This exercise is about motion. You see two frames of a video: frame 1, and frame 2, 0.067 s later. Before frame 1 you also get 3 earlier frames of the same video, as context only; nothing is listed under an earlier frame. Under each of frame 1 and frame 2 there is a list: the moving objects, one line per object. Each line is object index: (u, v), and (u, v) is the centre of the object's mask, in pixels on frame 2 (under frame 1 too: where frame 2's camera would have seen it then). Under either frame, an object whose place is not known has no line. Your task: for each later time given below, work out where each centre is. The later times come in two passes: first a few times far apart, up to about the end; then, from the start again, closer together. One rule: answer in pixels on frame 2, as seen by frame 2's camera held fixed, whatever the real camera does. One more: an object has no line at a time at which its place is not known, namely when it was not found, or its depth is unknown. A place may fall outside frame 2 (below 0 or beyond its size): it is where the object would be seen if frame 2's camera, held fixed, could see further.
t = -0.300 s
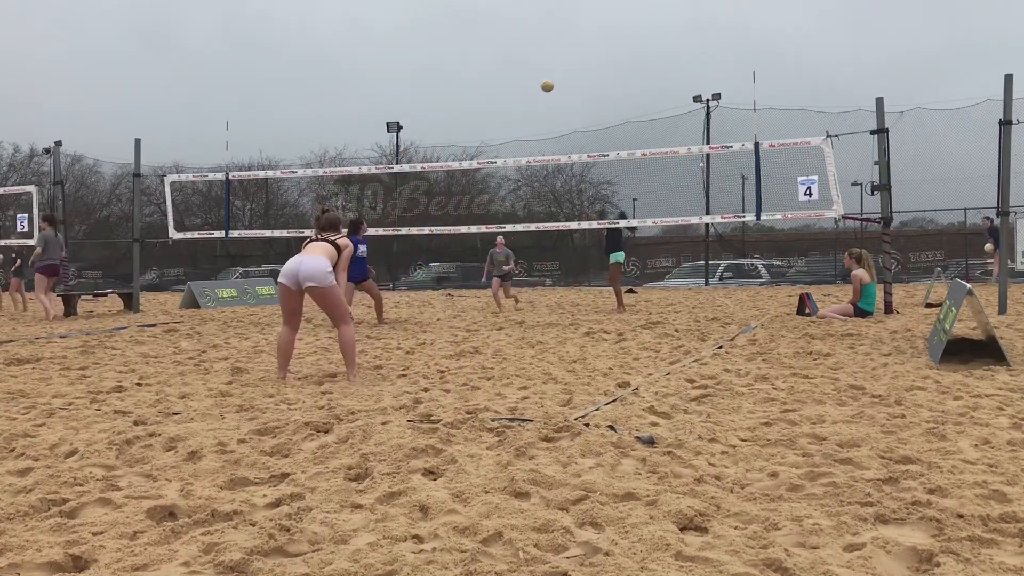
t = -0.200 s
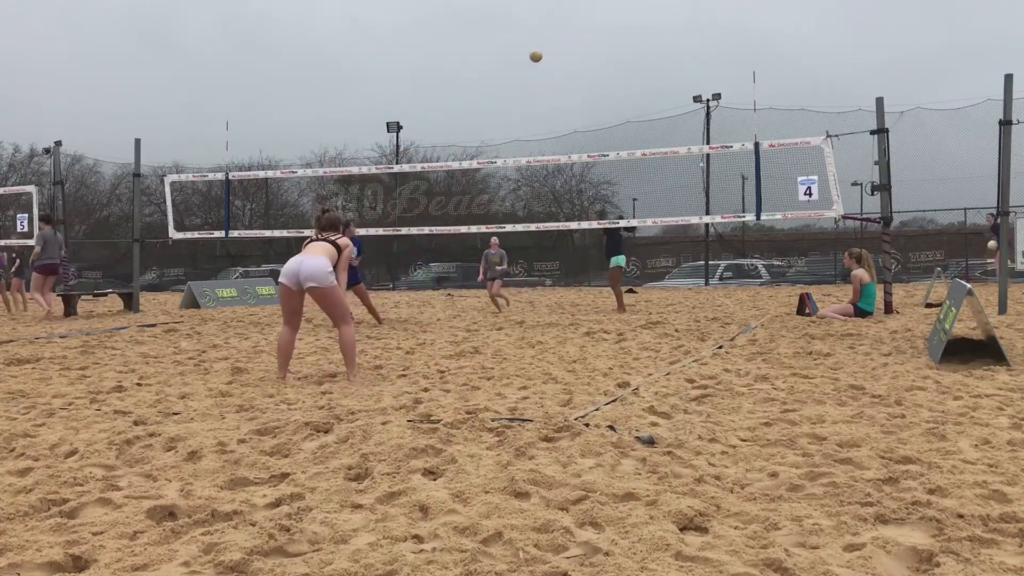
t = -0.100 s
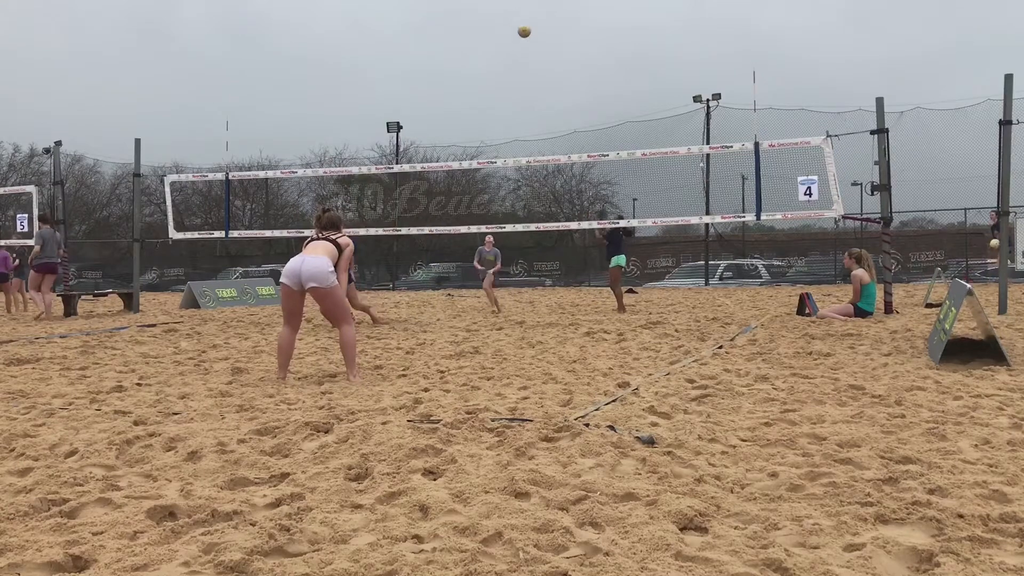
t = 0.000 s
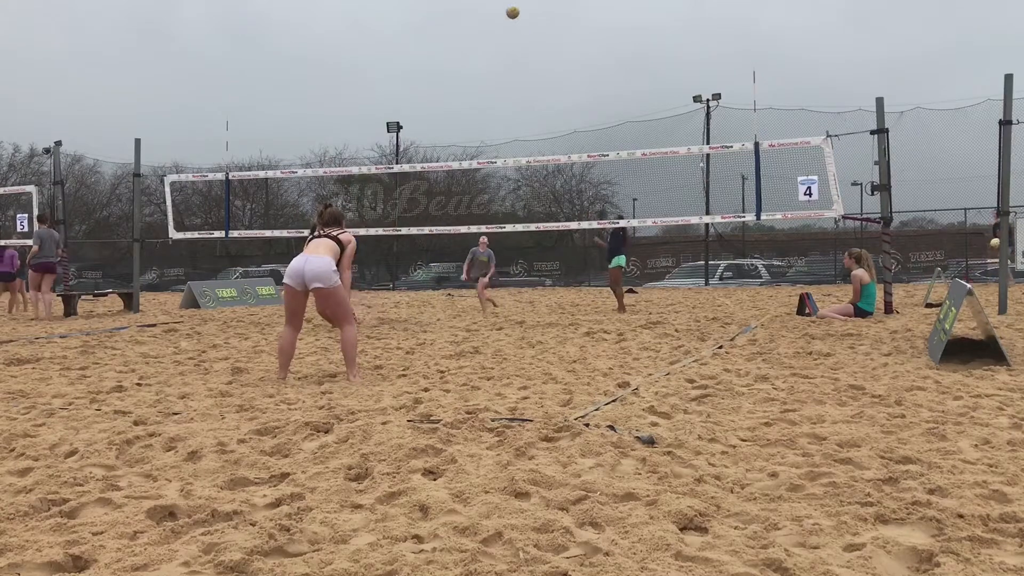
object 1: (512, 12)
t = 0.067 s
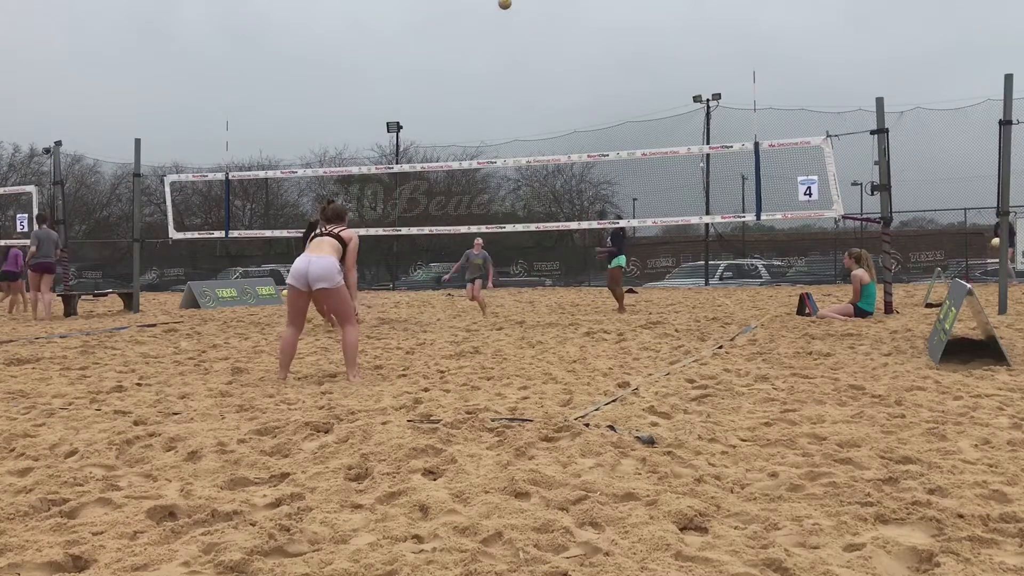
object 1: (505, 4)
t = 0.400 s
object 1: (466, 1)
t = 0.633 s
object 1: (439, 32)
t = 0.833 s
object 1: (416, 92)
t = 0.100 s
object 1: (501, 2)
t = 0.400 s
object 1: (466, 1)
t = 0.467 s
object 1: (458, 4)
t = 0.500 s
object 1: (454, 7)
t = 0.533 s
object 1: (450, 12)
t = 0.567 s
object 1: (446, 18)
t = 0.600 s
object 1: (443, 25)
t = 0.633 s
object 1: (439, 32)
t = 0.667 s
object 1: (435, 41)
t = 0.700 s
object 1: (431, 49)
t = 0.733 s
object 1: (428, 59)
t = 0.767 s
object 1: (424, 69)
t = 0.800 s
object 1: (420, 80)
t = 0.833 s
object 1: (416, 92)
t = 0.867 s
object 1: (413, 104)
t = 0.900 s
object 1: (409, 117)
